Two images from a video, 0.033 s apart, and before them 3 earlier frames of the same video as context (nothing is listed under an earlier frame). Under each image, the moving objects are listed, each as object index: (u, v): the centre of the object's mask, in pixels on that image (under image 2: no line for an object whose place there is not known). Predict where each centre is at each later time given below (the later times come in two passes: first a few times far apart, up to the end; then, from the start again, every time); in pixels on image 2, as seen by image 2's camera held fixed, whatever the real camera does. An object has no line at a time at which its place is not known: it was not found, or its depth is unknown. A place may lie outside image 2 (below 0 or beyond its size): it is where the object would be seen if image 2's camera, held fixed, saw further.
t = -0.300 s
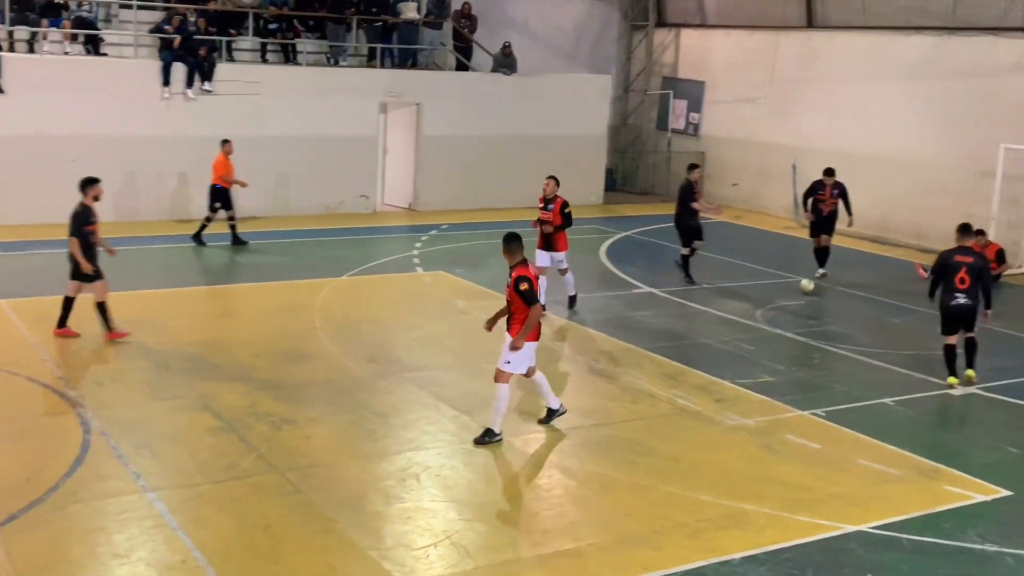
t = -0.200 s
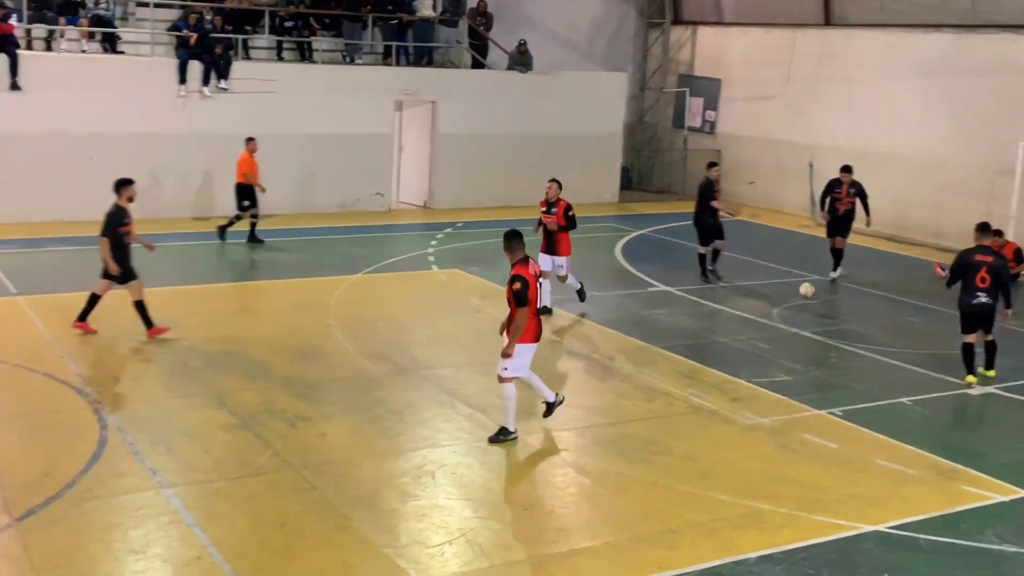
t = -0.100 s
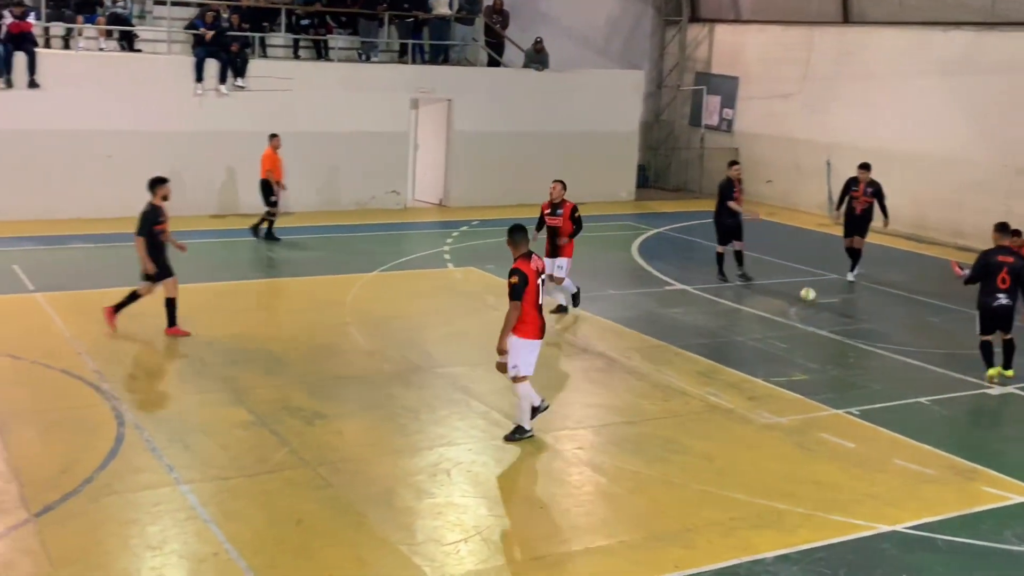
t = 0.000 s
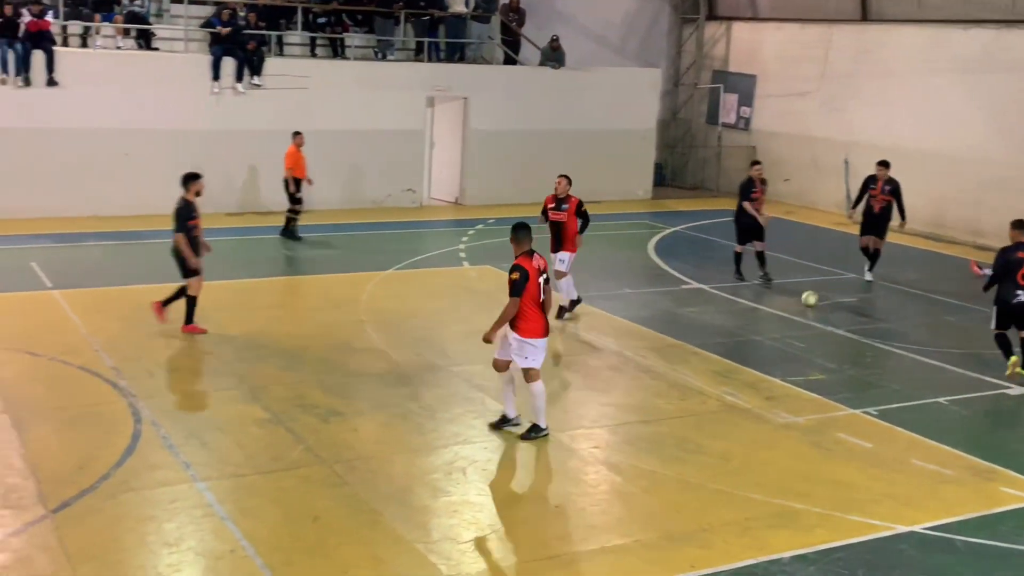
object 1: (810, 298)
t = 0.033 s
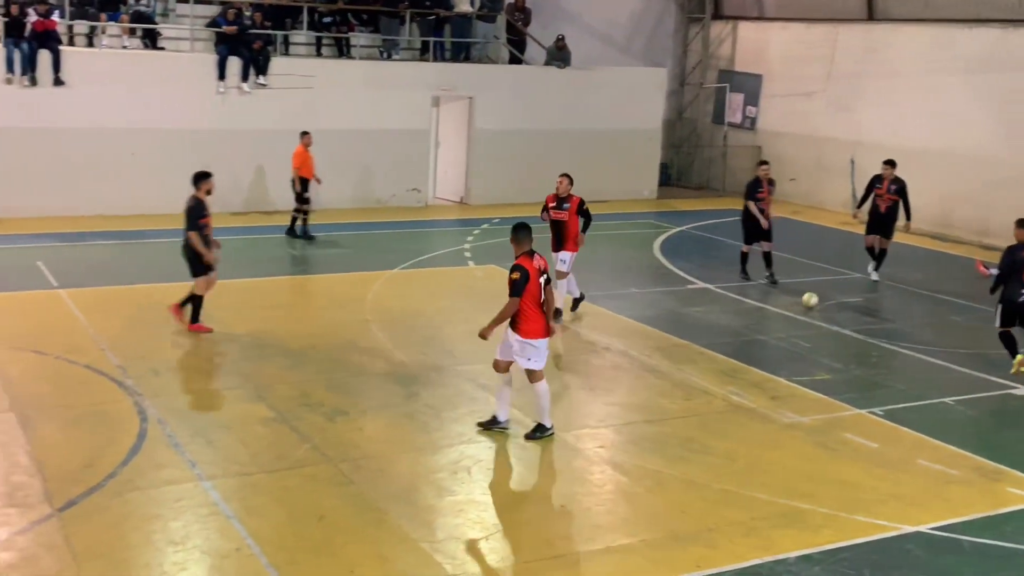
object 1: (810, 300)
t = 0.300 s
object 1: (768, 313)
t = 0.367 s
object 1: (757, 317)
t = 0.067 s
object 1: (805, 302)
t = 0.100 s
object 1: (800, 303)
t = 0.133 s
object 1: (795, 305)
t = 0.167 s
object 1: (790, 307)
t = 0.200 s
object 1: (785, 308)
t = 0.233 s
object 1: (779, 310)
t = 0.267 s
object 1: (774, 311)
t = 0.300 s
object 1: (768, 313)
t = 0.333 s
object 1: (763, 316)
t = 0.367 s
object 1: (757, 317)
